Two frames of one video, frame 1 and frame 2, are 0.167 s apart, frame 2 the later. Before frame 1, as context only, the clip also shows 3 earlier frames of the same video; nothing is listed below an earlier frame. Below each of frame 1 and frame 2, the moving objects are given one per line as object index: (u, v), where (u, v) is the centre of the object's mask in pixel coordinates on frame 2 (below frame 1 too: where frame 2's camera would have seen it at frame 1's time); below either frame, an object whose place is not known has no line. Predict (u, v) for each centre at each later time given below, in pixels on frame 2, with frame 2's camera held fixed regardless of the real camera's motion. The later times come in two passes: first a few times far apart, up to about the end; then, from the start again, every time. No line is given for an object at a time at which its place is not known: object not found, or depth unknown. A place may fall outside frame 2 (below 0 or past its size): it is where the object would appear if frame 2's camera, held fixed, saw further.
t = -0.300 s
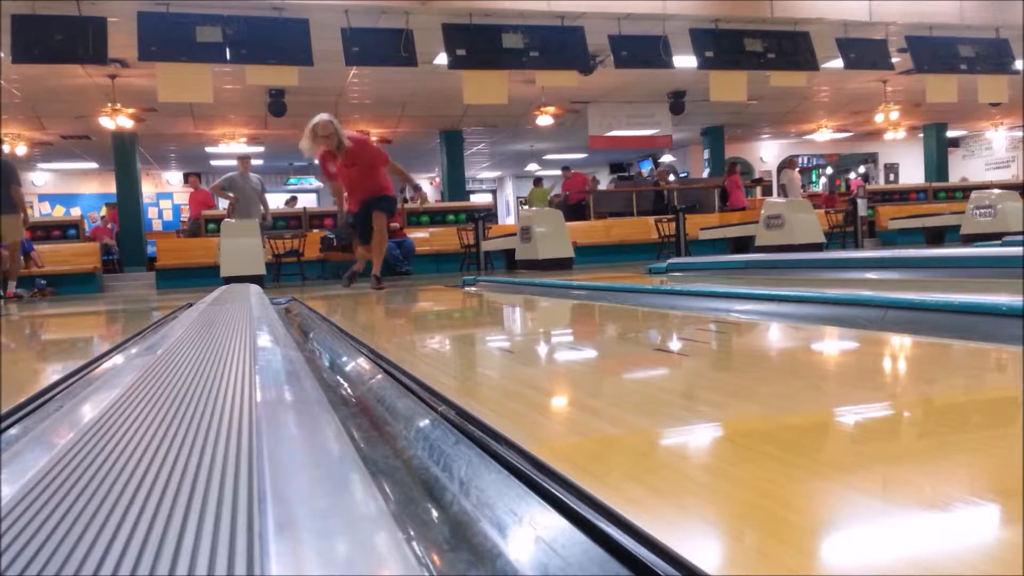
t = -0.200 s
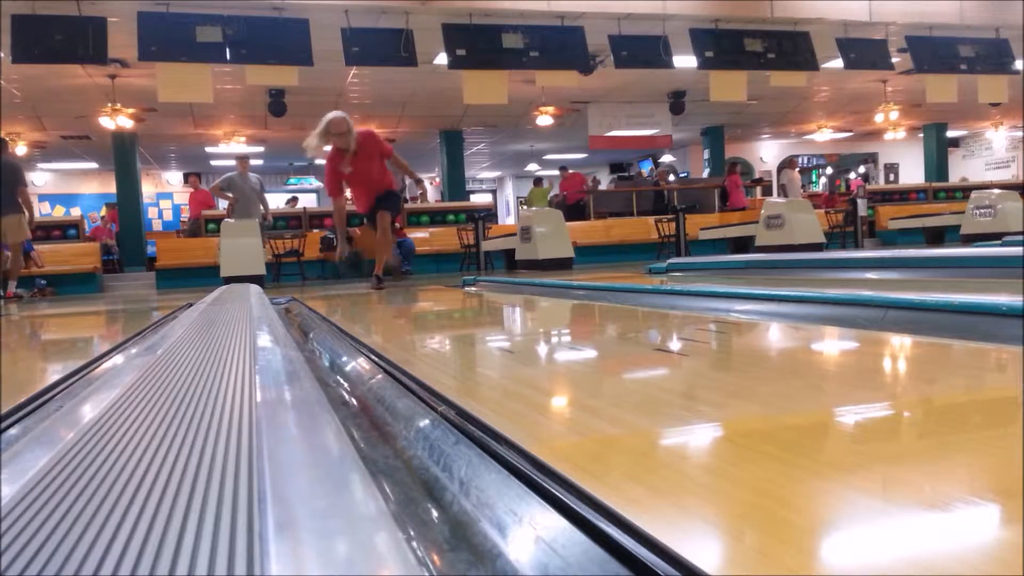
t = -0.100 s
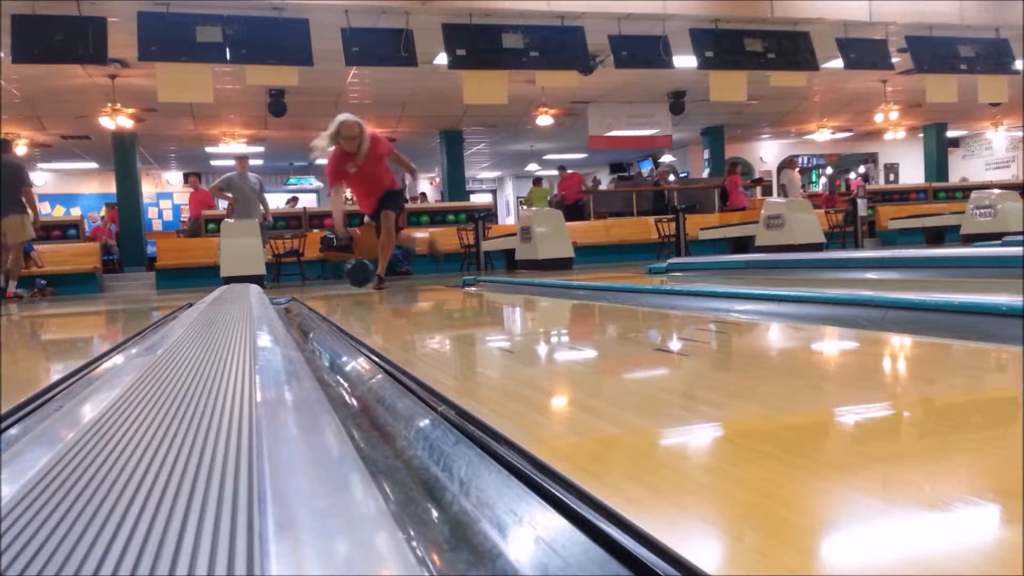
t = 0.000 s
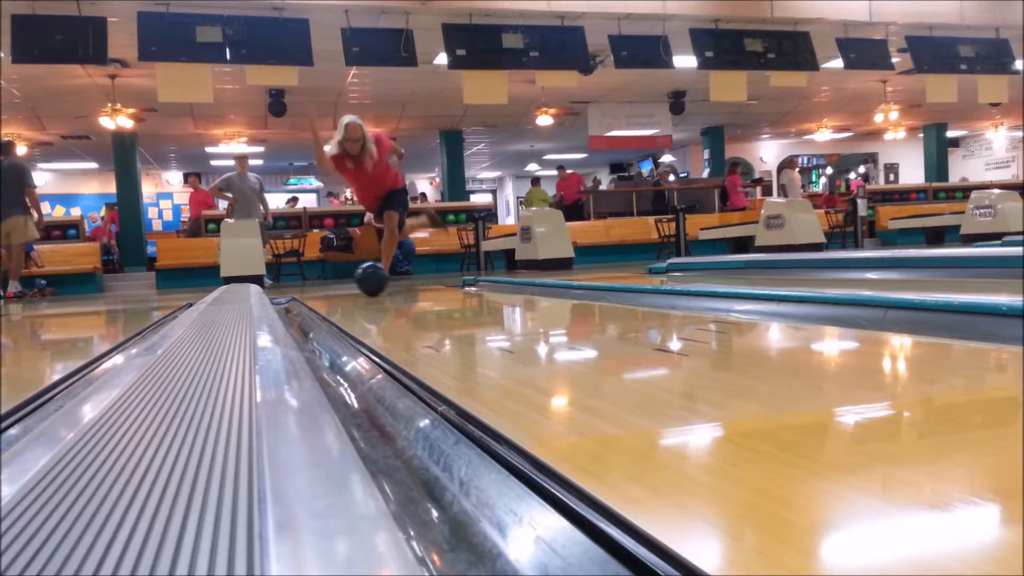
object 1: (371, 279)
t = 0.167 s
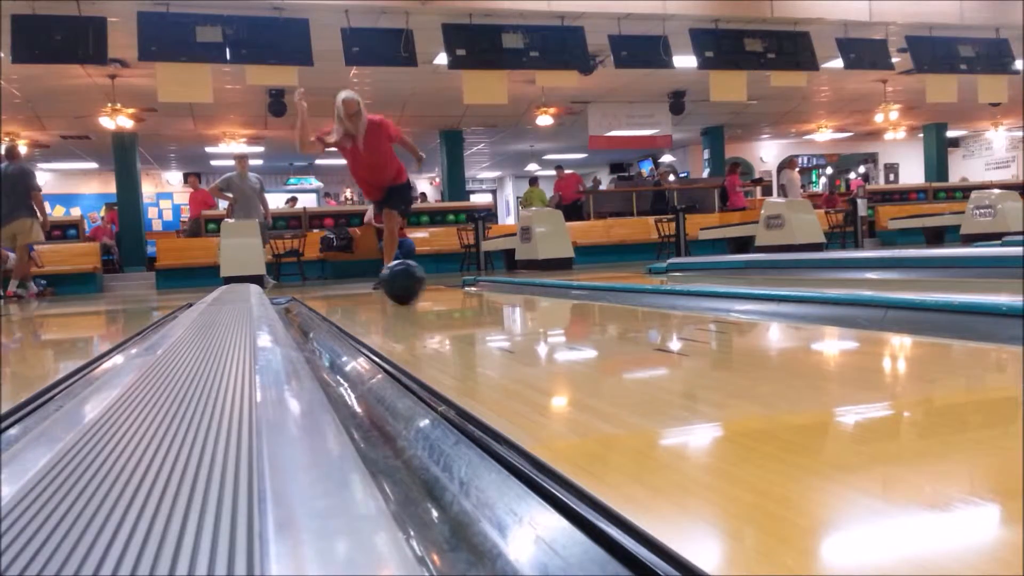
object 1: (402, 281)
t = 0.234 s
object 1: (419, 283)
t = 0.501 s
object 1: (586, 298)
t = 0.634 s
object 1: (957, 327)
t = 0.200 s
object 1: (411, 282)
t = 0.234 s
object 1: (419, 283)
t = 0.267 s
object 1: (431, 284)
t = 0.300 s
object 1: (443, 286)
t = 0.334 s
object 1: (457, 287)
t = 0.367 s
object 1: (474, 289)
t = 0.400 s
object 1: (495, 291)
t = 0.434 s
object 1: (517, 293)
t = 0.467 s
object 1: (548, 296)
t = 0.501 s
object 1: (586, 298)
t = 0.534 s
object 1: (635, 302)
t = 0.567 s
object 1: (708, 304)
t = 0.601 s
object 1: (805, 312)
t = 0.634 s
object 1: (957, 327)
